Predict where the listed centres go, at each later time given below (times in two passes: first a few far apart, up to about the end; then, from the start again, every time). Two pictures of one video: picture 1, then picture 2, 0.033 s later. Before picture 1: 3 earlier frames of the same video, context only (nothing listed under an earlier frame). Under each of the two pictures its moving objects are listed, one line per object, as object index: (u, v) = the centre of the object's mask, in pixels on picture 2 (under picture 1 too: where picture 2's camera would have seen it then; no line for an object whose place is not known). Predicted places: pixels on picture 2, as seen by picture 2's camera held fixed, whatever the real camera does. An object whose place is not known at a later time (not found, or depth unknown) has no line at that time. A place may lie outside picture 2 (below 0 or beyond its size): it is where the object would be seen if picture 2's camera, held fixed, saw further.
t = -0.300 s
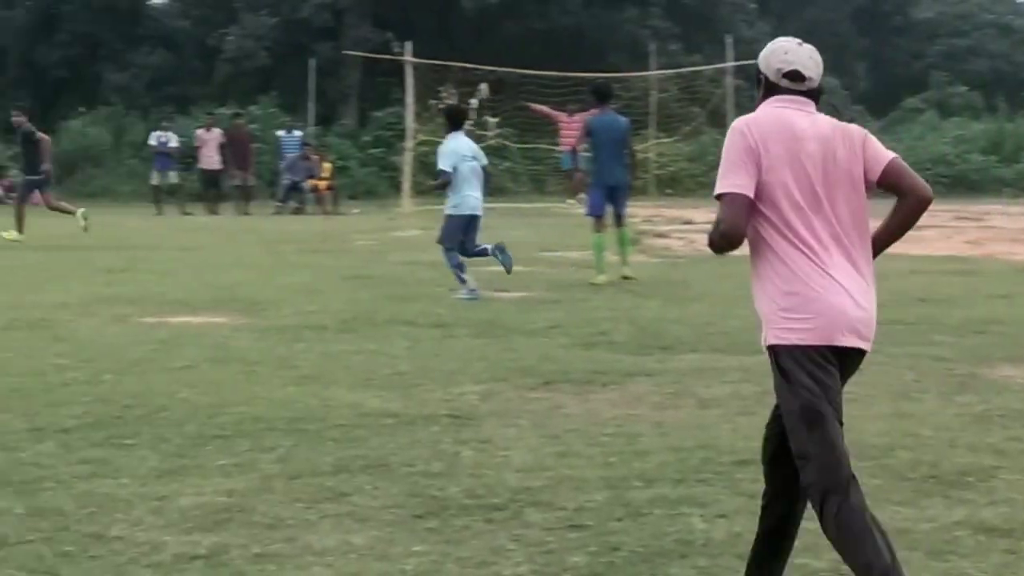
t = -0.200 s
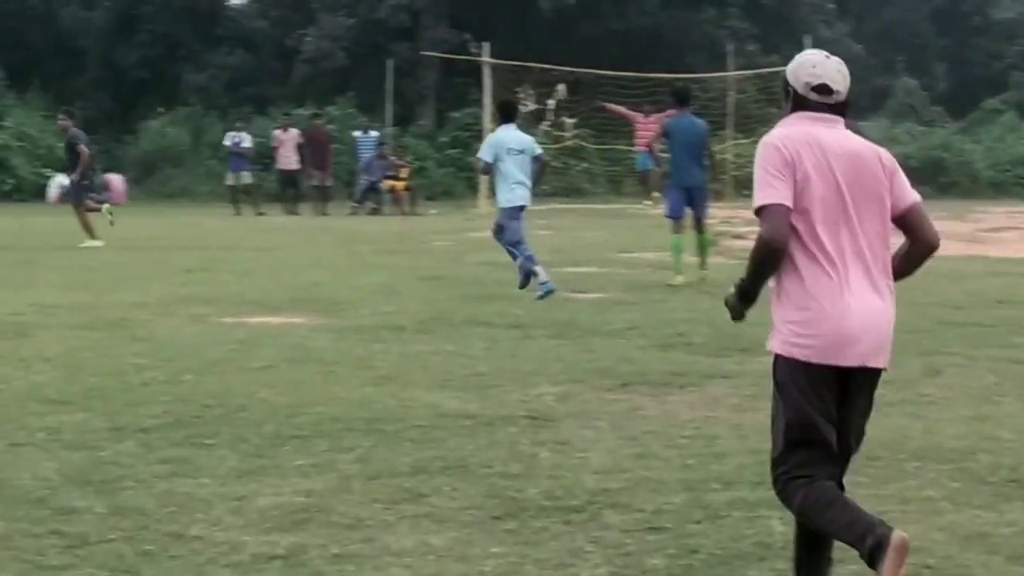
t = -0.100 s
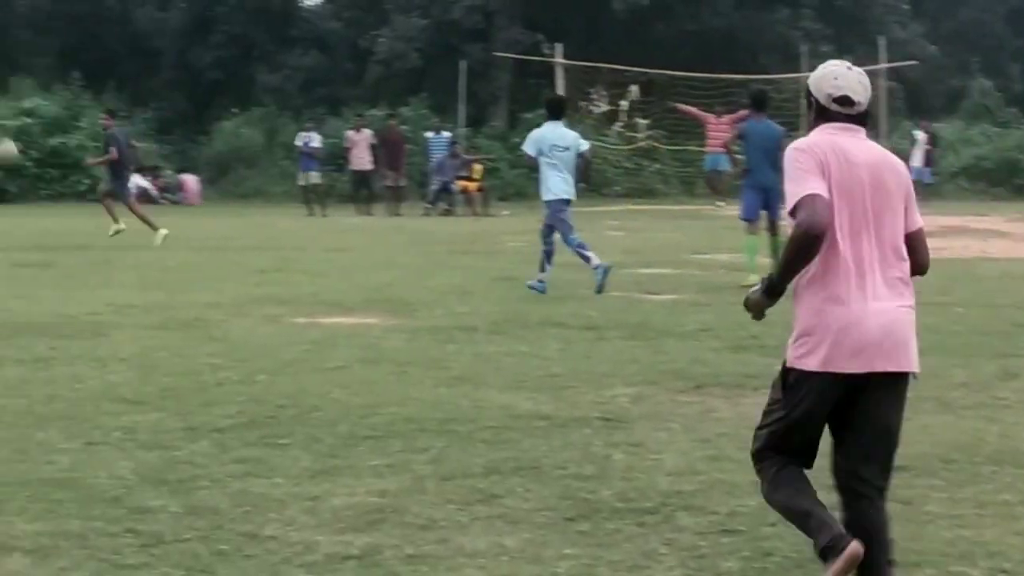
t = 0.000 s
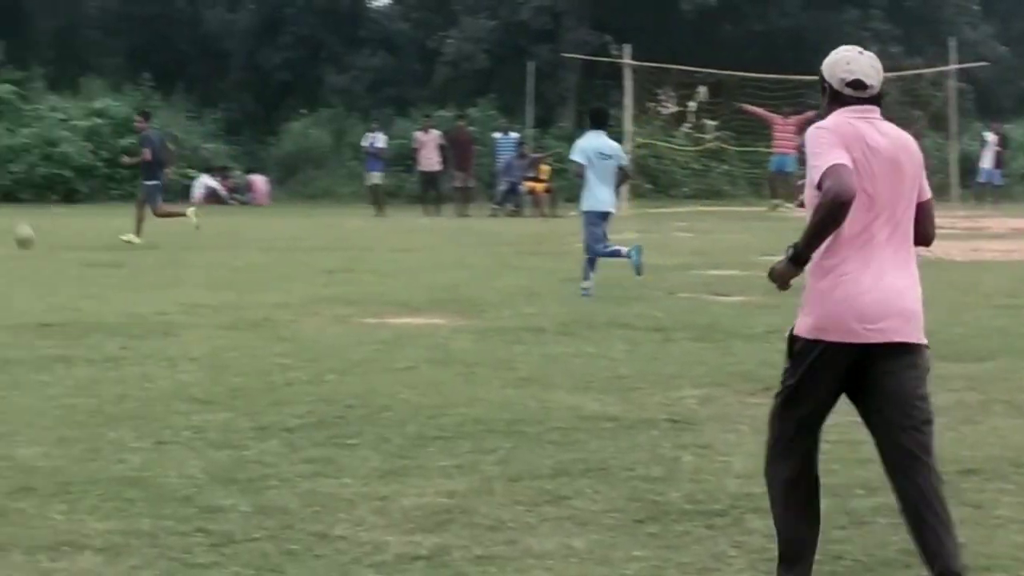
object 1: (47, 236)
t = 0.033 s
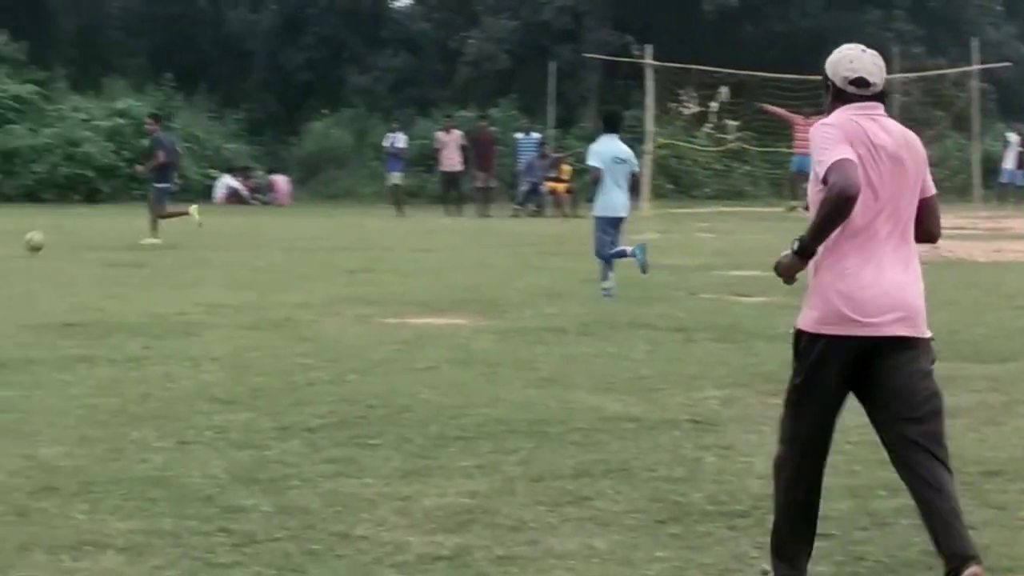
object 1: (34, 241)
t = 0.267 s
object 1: (-21, 103)
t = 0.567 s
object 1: (-90, 3)
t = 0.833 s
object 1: (-145, -17)
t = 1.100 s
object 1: (-194, 26)
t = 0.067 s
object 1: (26, 218)
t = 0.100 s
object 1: (17, 196)
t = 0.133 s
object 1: (8, 176)
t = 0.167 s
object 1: (0, 155)
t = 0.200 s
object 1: (-6, 137)
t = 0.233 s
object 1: (-14, 119)
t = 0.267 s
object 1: (-21, 103)
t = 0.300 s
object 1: (-29, 86)
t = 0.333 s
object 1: (-37, 72)
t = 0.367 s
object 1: (-45, 60)
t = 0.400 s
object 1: (-52, 48)
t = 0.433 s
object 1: (-60, 37)
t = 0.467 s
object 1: (-68, 26)
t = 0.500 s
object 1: (-75, 18)
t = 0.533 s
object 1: (-83, 10)
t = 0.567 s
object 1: (-90, 3)
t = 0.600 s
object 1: (-97, -3)
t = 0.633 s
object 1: (-104, -9)
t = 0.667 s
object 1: (-111, -12)
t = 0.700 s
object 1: (-118, -15)
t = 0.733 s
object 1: (-125, -17)
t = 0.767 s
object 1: (-131, -18)
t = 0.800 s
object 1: (-138, -18)
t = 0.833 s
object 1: (-145, -17)
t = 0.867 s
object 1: (-151, -14)
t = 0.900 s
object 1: (-157, -12)
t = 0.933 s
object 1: (-164, -8)
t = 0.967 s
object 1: (-170, -2)
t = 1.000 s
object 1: (-176, 4)
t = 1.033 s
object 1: (-182, 10)
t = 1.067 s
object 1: (-187, 17)
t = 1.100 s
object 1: (-194, 26)
